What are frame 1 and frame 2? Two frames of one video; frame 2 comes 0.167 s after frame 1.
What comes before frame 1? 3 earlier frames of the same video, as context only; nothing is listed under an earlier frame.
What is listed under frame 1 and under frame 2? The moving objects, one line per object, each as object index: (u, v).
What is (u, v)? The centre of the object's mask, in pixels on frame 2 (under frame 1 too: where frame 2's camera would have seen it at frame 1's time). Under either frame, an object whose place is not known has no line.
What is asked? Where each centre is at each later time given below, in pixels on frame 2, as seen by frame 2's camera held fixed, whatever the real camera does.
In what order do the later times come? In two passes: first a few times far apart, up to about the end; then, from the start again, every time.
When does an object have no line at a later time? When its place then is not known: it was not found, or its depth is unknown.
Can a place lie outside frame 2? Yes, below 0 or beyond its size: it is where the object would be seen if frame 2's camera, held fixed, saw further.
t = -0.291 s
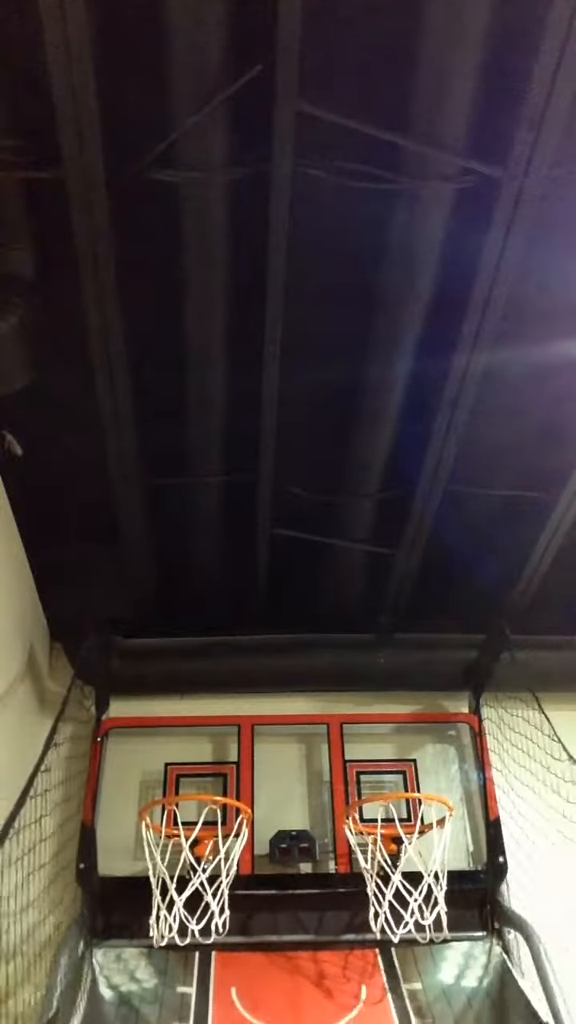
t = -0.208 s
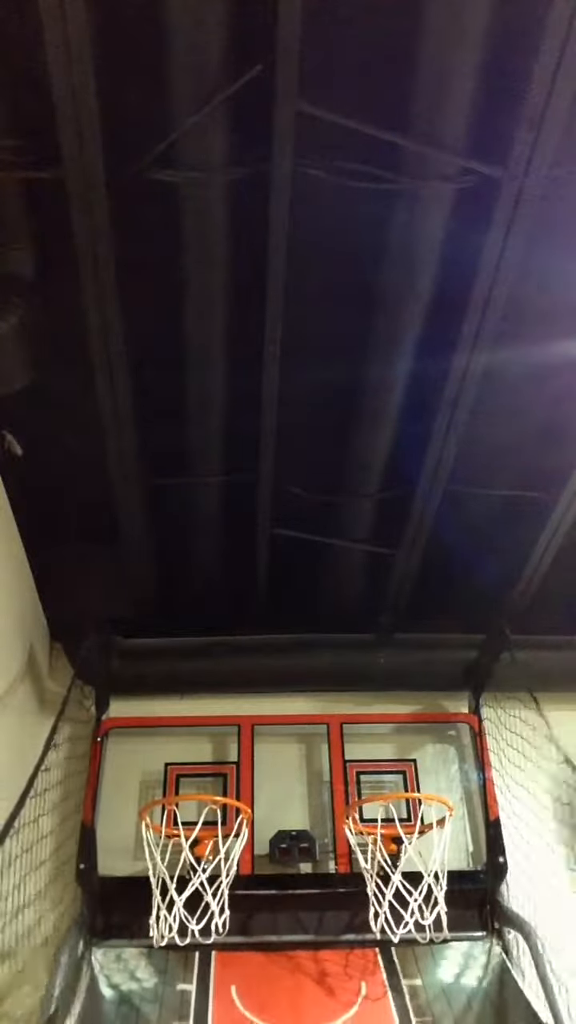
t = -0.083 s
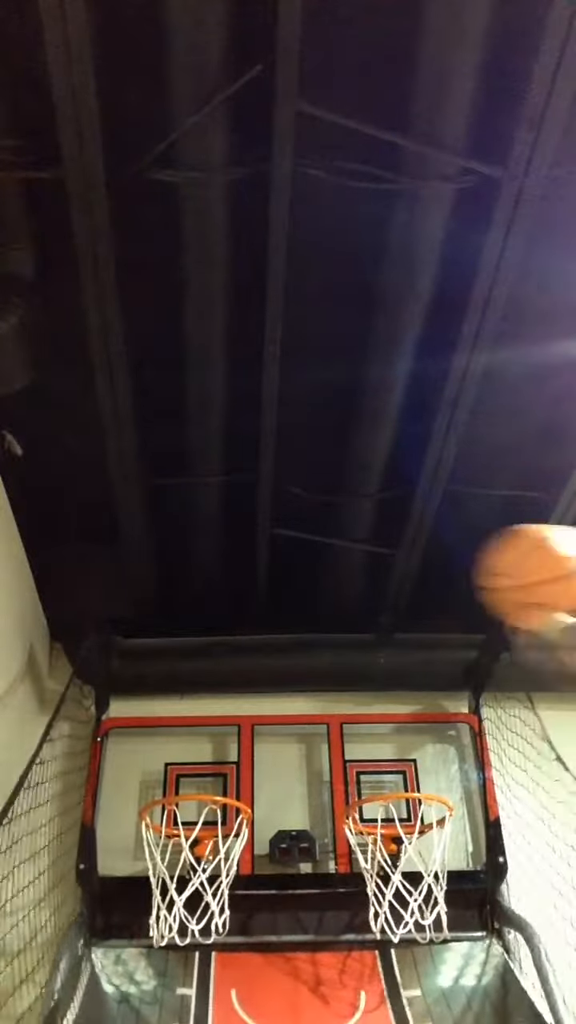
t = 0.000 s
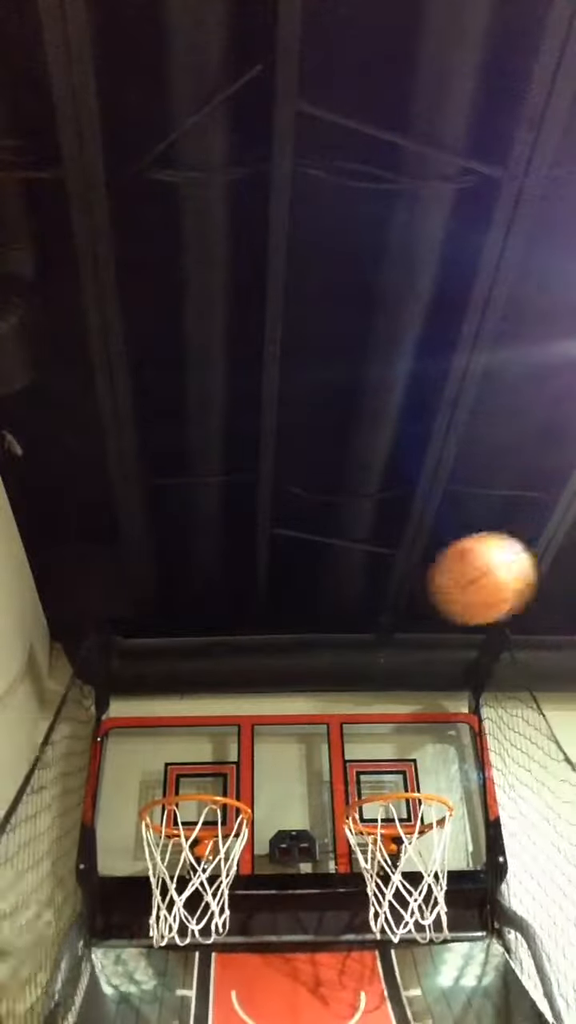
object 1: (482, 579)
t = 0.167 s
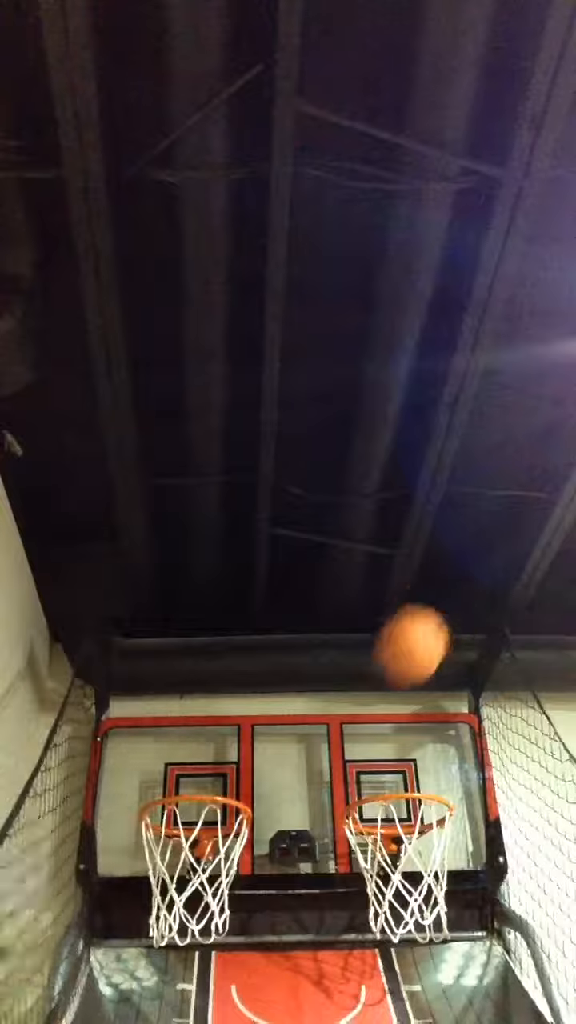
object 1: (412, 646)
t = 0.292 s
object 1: (387, 728)
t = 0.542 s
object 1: (407, 833)
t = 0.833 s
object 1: (463, 983)
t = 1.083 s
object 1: (482, 1009)
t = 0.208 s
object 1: (402, 668)
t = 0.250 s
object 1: (394, 698)
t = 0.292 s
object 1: (387, 728)
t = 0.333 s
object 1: (380, 764)
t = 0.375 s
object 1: (382, 772)
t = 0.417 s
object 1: (386, 783)
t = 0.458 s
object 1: (390, 807)
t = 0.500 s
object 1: (401, 820)
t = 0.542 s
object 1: (407, 833)
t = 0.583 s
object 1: (415, 866)
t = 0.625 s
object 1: (414, 895)
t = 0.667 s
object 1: (429, 895)
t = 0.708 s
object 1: (438, 908)
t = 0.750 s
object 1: (447, 935)
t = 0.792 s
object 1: (455, 959)
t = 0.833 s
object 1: (463, 983)
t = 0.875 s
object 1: (472, 988)
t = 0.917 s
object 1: (476, 990)
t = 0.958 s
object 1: (479, 994)
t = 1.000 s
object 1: (481, 999)
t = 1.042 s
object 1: (481, 1003)
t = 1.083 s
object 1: (482, 1009)
